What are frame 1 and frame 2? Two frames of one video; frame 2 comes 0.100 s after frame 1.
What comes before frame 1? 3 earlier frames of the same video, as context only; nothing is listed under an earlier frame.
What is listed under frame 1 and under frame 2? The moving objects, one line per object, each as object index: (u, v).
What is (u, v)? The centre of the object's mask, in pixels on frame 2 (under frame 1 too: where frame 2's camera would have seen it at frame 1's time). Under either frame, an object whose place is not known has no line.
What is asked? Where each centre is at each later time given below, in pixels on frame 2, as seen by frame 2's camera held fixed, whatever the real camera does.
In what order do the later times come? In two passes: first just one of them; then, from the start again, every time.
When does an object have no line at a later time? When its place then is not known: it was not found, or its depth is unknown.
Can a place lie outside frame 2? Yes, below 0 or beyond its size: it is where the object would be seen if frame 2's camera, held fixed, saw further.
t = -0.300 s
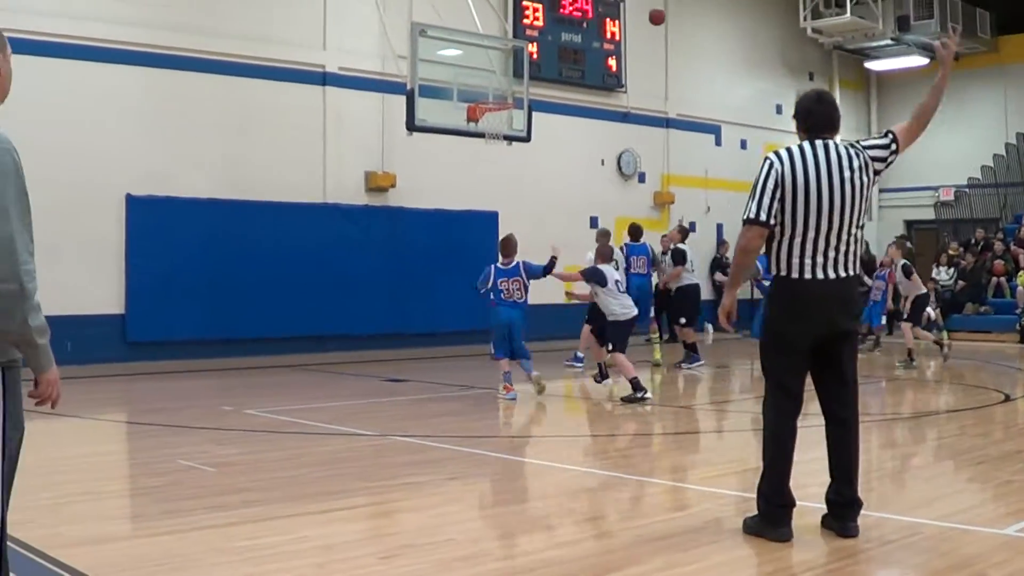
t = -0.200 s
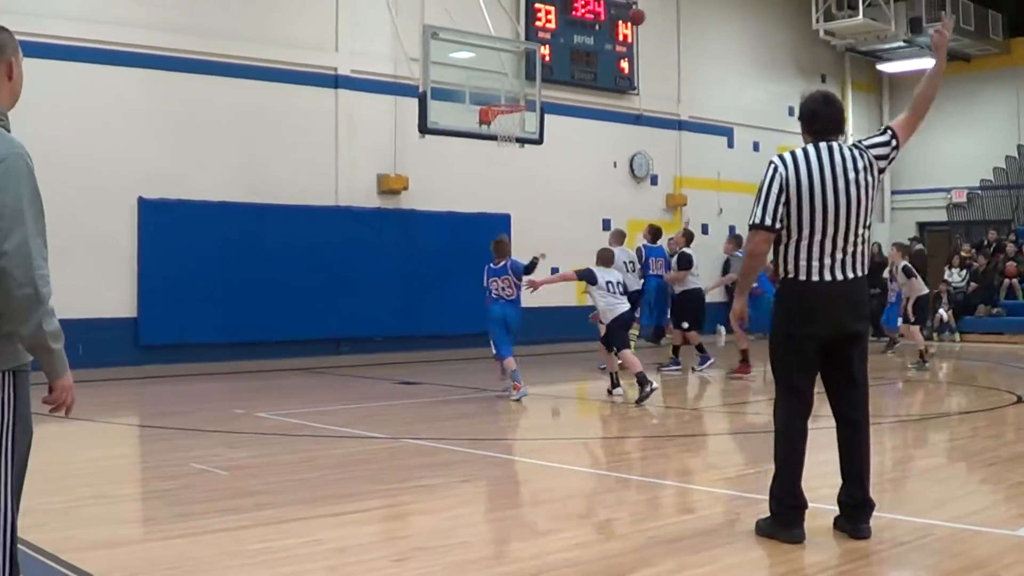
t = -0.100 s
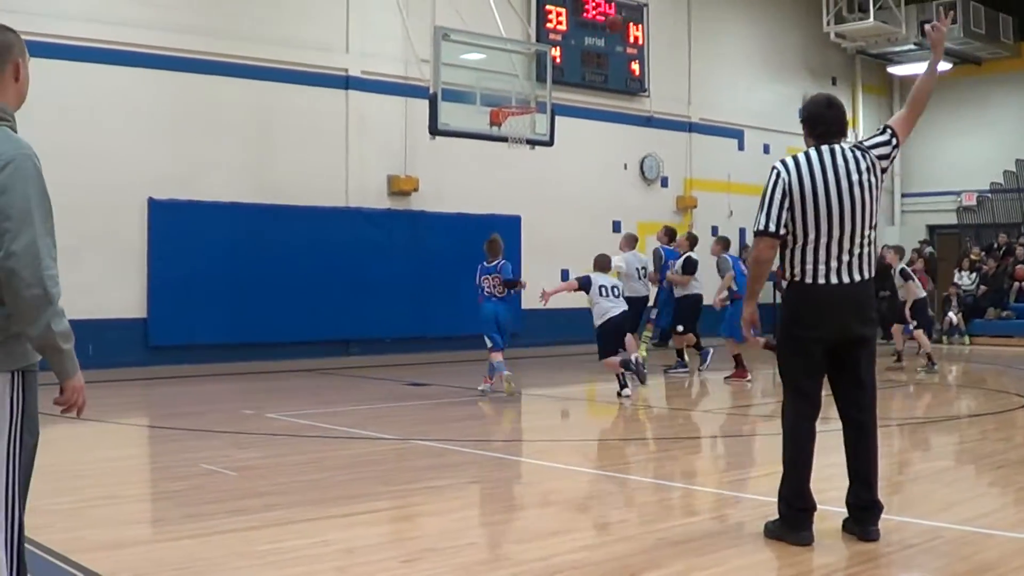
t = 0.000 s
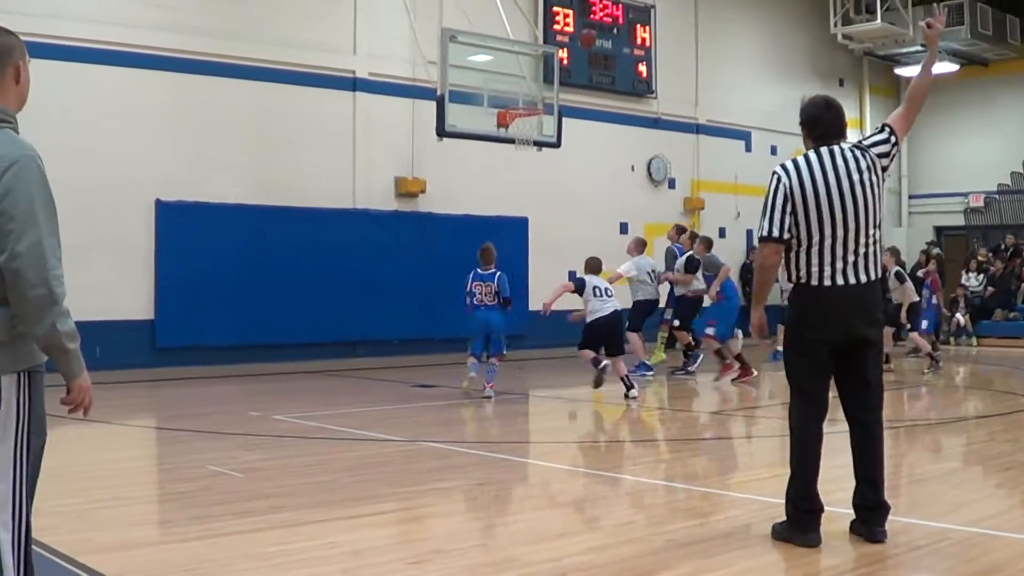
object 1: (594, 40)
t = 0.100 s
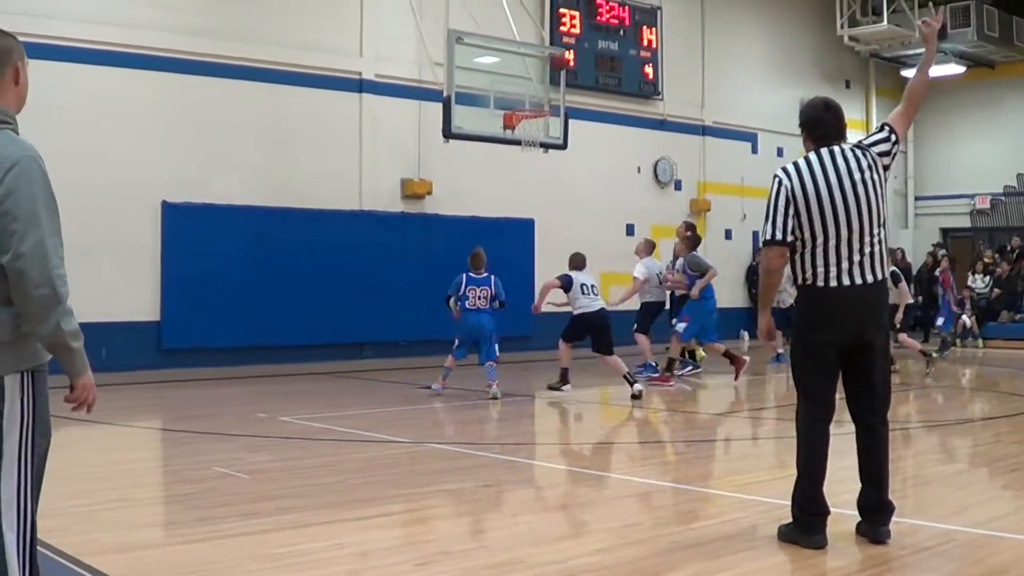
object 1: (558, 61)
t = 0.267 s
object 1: (506, 94)
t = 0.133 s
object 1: (547, 71)
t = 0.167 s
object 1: (535, 81)
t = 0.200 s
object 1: (523, 92)
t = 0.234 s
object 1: (512, 102)
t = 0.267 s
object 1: (506, 94)
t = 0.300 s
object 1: (501, 83)
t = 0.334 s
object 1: (496, 73)
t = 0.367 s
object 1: (491, 64)
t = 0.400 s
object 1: (485, 56)
